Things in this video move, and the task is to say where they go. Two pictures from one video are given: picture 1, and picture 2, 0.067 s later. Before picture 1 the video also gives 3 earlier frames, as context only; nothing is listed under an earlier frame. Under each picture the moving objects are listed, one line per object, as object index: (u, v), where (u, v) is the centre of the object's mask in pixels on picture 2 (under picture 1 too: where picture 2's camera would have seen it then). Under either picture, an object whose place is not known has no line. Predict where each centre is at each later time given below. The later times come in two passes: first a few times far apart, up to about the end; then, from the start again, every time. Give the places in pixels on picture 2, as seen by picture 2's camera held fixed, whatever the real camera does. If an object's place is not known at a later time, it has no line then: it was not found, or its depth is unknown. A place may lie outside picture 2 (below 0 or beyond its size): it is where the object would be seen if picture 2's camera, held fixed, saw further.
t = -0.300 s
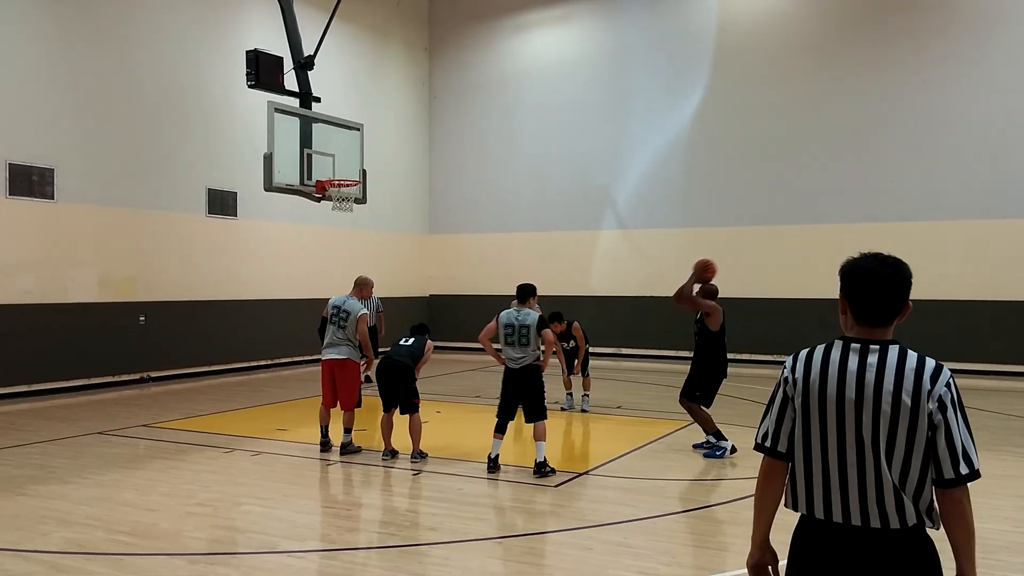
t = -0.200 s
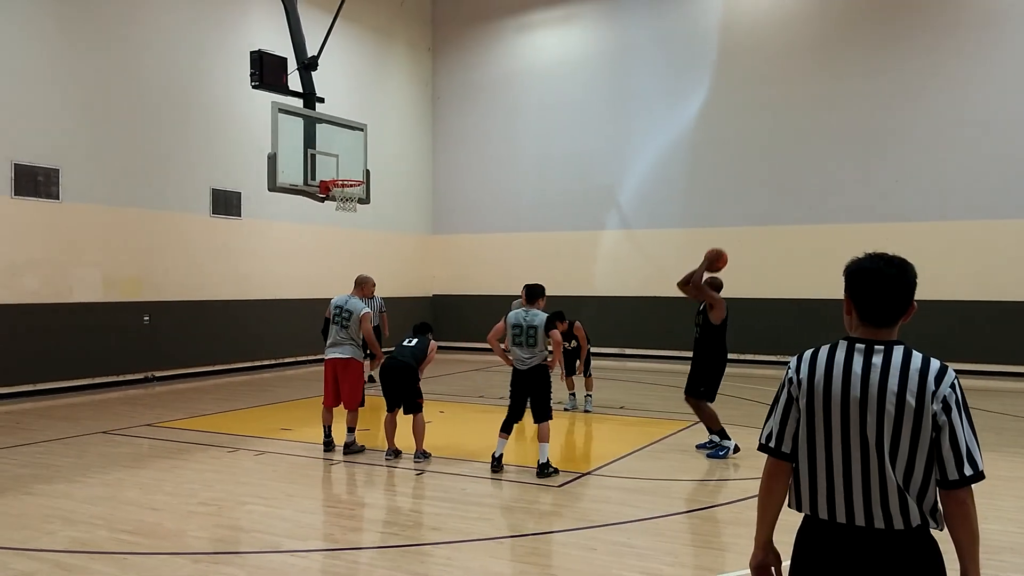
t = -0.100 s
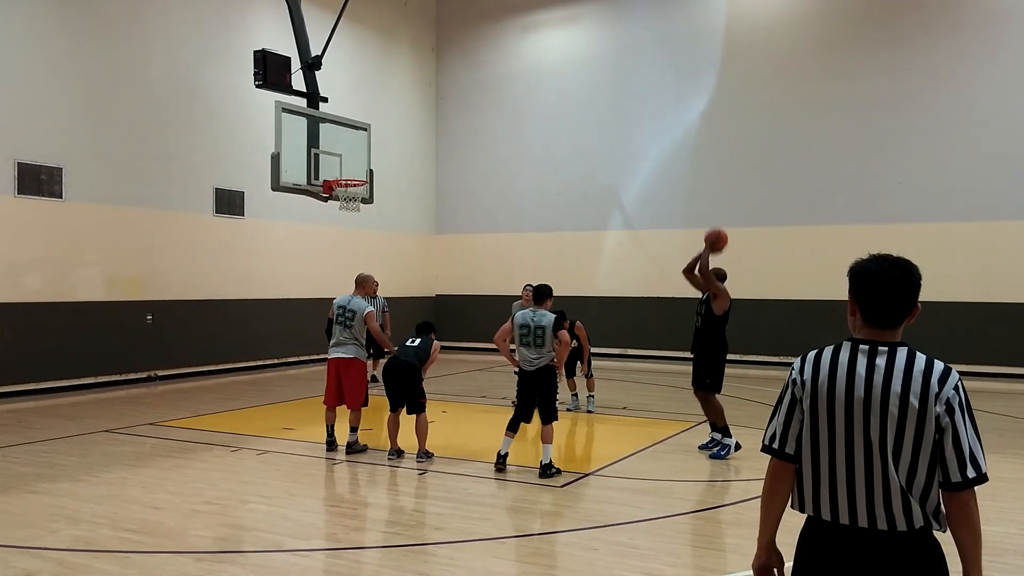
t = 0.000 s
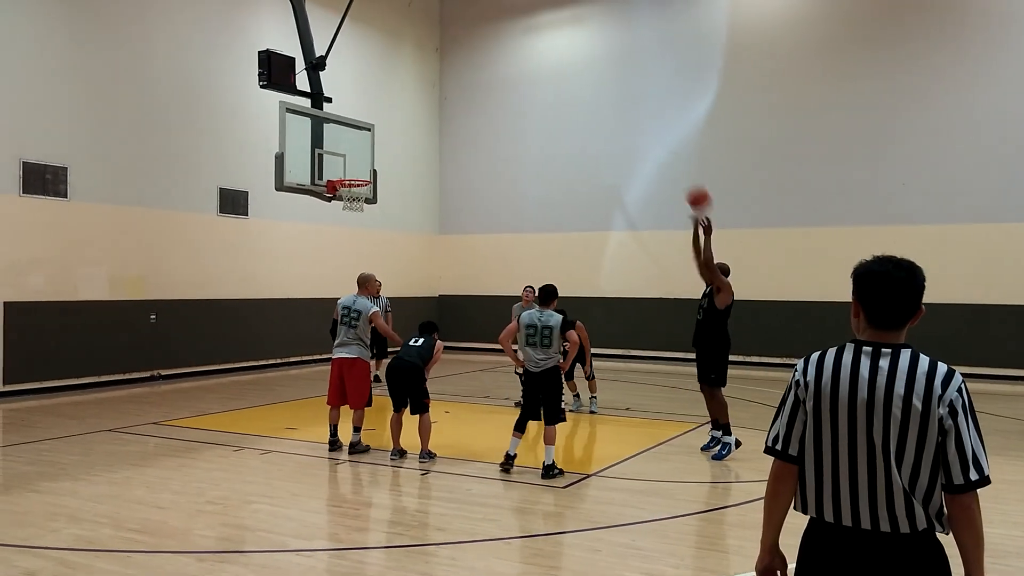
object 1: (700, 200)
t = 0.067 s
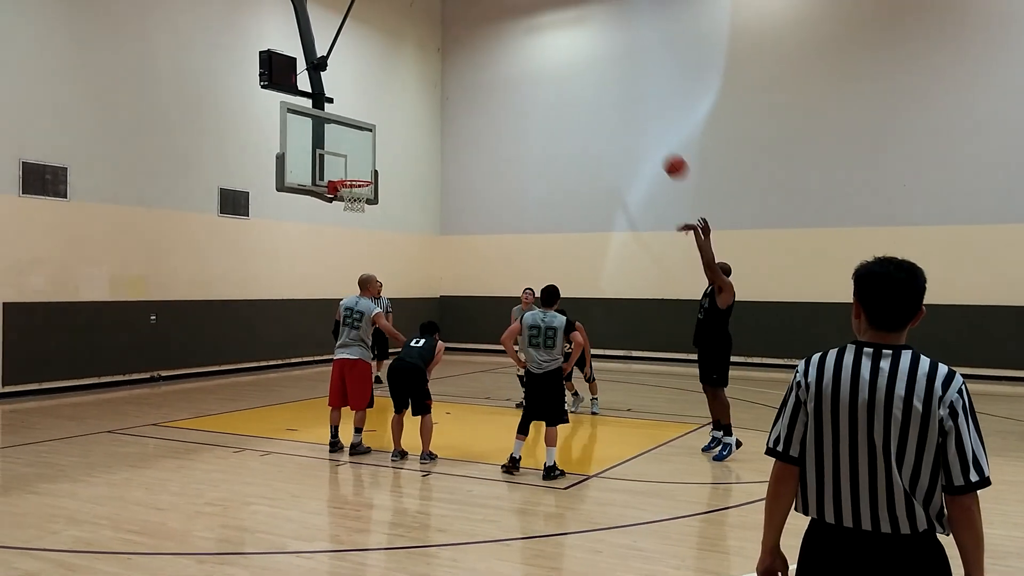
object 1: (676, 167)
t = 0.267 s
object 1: (605, 95)
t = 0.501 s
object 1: (530, 62)
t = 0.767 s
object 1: (452, 82)
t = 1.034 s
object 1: (383, 157)
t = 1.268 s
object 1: (406, 166)
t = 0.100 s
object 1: (663, 152)
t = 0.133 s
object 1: (651, 138)
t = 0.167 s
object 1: (639, 125)
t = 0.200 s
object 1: (627, 114)
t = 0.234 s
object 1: (616, 104)
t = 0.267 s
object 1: (605, 95)
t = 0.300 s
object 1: (594, 87)
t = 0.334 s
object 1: (583, 80)
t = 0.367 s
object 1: (572, 74)
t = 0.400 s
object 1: (562, 69)
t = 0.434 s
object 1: (551, 66)
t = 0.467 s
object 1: (541, 63)
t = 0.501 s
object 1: (530, 62)
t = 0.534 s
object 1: (520, 61)
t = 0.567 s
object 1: (510, 61)
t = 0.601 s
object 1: (500, 62)
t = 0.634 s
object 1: (491, 64)
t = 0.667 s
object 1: (481, 67)
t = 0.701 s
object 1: (471, 72)
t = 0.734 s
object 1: (462, 76)
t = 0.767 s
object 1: (452, 82)
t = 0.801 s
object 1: (443, 88)
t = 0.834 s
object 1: (435, 95)
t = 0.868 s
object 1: (425, 104)
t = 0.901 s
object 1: (417, 112)
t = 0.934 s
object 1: (408, 122)
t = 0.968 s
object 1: (399, 133)
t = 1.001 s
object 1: (391, 145)
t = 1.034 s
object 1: (383, 157)
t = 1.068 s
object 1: (374, 170)
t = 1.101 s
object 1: (372, 177)
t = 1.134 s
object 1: (378, 173)
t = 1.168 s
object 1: (385, 170)
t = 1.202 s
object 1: (392, 168)
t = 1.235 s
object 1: (398, 166)
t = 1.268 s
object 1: (406, 166)
